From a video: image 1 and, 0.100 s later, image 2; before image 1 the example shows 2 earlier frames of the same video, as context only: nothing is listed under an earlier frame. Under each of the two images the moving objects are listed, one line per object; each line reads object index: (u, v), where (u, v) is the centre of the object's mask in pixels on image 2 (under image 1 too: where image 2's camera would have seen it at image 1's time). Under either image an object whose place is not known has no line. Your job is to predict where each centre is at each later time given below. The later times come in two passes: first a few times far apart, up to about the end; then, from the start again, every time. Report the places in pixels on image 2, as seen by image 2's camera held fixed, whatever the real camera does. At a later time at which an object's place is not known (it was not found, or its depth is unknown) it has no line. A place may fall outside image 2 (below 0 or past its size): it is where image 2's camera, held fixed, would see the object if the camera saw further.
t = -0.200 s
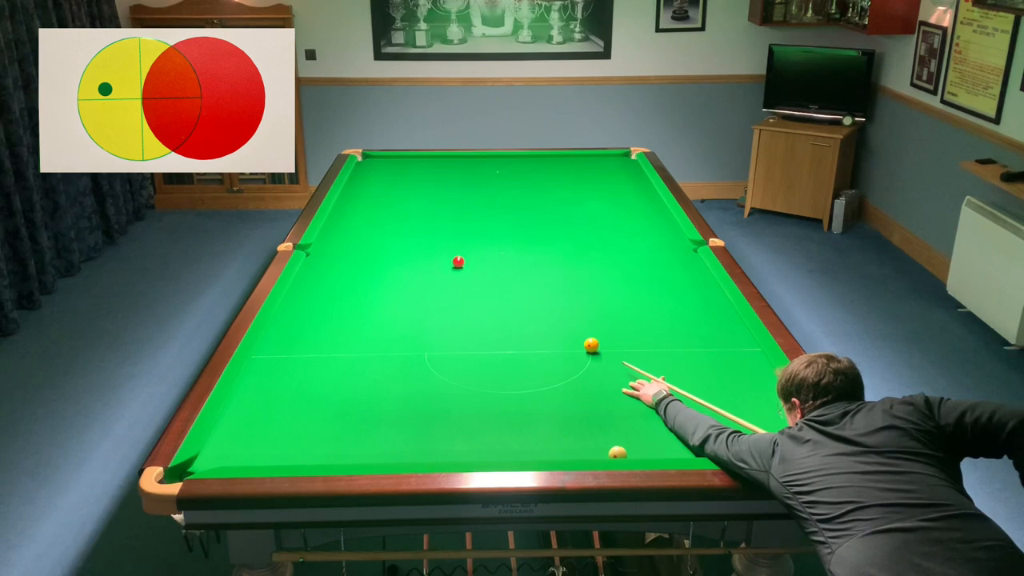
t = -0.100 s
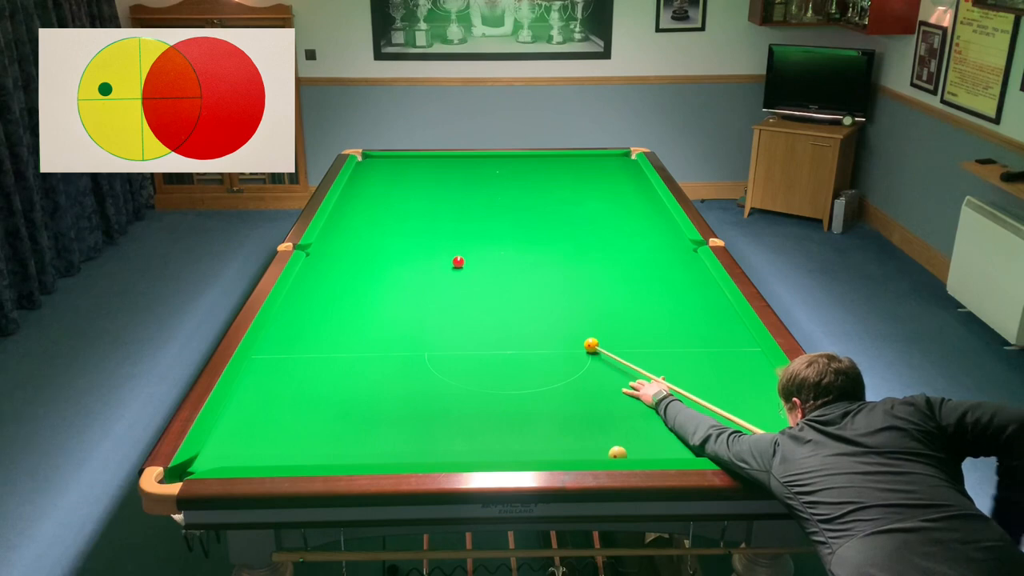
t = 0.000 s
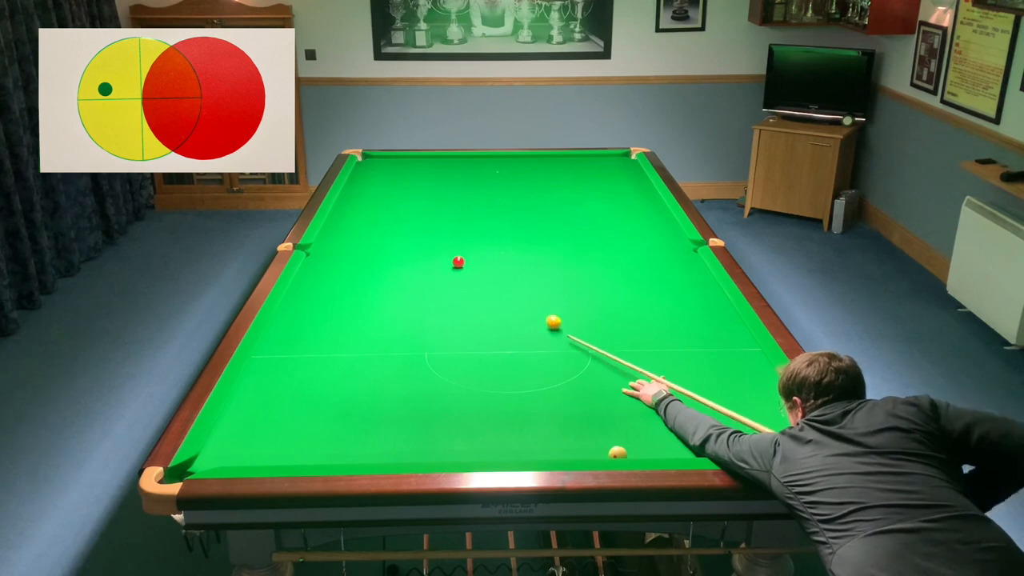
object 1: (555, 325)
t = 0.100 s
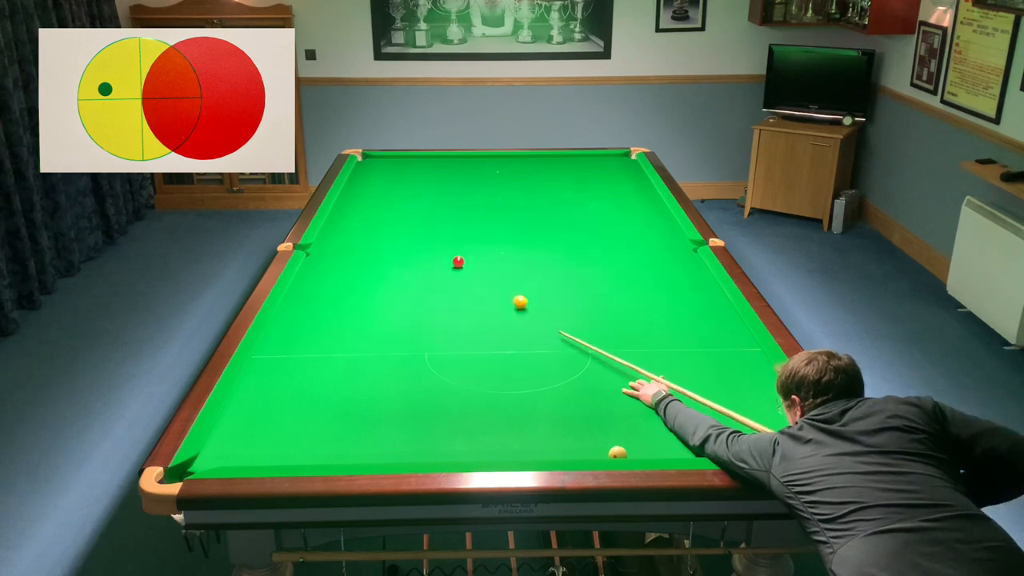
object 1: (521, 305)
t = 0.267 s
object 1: (476, 278)
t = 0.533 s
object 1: (415, 264)
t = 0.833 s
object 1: (353, 255)
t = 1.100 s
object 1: (305, 250)
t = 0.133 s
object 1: (511, 299)
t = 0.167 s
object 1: (502, 293)
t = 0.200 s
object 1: (492, 288)
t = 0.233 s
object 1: (484, 282)
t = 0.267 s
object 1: (476, 278)
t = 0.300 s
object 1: (468, 272)
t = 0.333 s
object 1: (460, 268)
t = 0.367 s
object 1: (452, 267)
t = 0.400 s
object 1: (445, 267)
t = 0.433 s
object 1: (437, 267)
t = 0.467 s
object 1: (430, 266)
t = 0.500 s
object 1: (423, 265)
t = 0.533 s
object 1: (415, 264)
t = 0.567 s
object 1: (409, 264)
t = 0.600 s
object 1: (401, 262)
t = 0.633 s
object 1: (394, 261)
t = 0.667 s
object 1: (387, 260)
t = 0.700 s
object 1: (380, 259)
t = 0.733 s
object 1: (373, 258)
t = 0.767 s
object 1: (367, 257)
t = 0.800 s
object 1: (360, 256)
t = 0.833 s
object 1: (353, 255)
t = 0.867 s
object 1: (346, 253)
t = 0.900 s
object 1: (340, 252)
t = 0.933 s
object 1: (333, 251)
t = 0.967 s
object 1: (327, 250)
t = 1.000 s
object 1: (320, 249)
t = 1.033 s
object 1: (314, 248)
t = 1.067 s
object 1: (307, 248)
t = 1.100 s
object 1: (305, 250)
